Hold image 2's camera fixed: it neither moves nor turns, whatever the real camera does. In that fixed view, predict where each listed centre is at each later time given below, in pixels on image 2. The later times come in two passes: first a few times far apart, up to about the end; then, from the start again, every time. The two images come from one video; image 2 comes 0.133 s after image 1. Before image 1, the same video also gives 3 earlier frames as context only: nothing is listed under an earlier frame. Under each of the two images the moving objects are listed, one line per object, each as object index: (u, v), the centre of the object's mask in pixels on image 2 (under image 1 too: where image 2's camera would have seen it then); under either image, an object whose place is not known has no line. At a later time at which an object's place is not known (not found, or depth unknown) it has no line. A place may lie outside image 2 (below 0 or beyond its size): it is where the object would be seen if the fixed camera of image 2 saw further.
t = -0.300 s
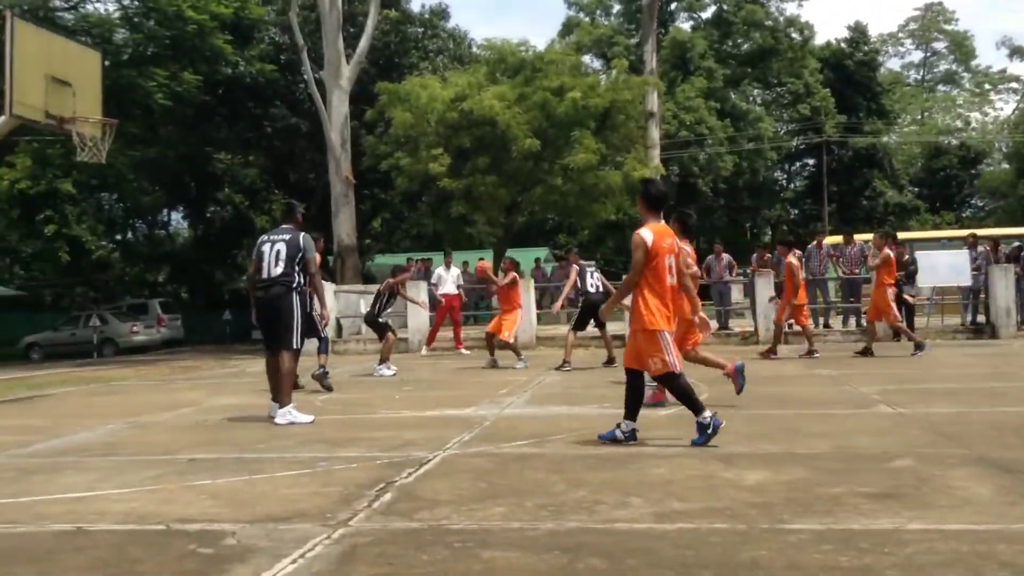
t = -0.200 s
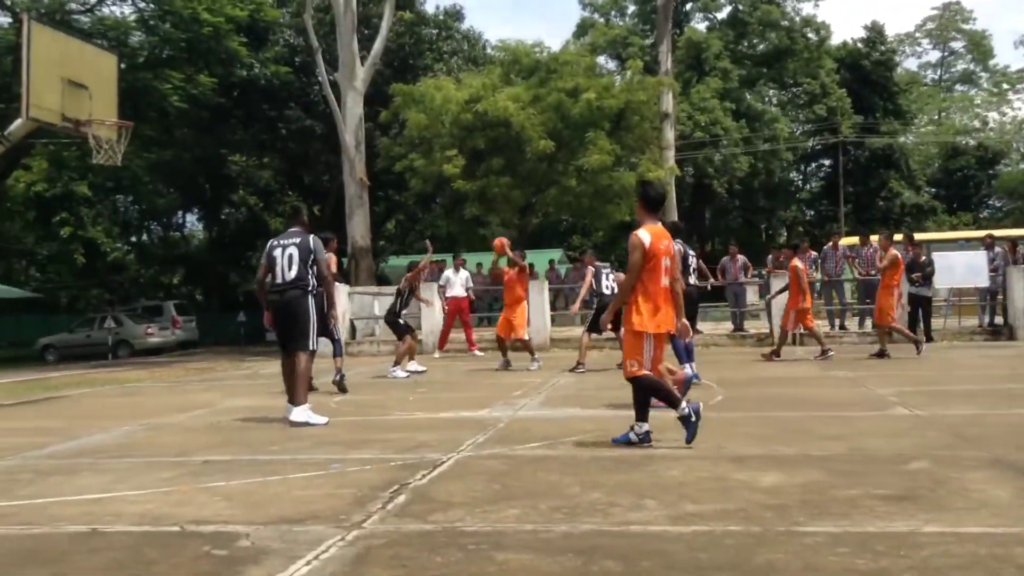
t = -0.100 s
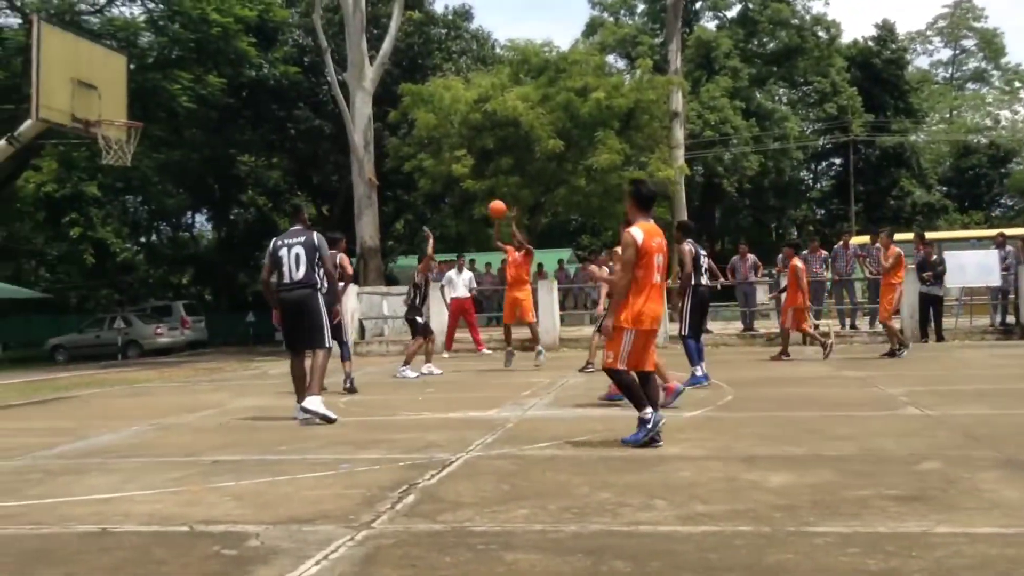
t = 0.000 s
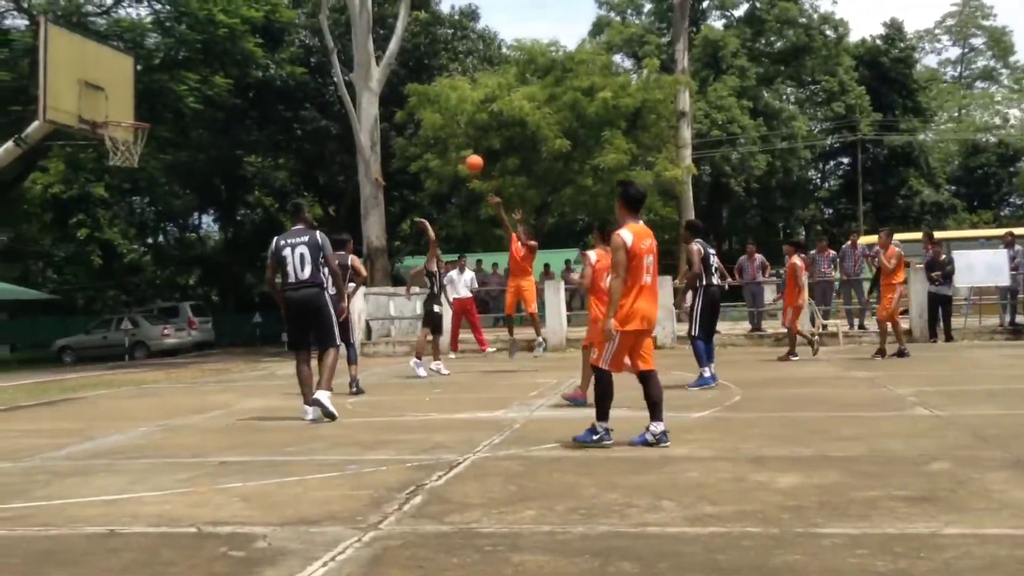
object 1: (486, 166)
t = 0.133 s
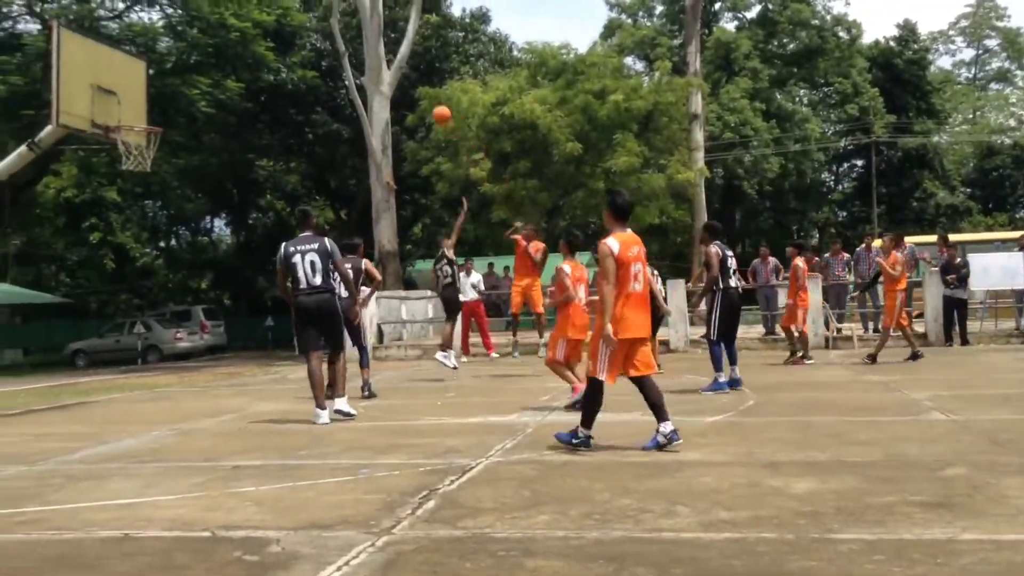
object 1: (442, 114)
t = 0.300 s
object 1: (384, 65)
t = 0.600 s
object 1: (274, 24)
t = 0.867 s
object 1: (165, 51)
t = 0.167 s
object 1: (430, 102)
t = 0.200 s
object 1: (419, 93)
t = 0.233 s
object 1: (408, 84)
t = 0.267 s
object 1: (396, 74)
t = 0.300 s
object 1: (384, 65)
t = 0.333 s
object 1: (373, 57)
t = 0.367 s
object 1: (360, 50)
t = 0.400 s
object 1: (349, 44)
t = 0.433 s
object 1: (337, 38)
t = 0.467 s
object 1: (324, 35)
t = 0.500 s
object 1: (311, 31)
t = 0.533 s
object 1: (299, 27)
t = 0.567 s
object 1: (286, 25)
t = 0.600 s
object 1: (274, 24)
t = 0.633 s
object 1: (261, 24)
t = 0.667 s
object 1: (248, 25)
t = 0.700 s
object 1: (234, 27)
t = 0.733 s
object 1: (221, 30)
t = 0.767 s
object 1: (207, 34)
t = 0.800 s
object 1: (193, 38)
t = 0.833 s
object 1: (179, 44)
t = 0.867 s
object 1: (165, 51)
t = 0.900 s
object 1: (151, 59)
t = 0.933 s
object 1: (136, 68)
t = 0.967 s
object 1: (122, 79)
